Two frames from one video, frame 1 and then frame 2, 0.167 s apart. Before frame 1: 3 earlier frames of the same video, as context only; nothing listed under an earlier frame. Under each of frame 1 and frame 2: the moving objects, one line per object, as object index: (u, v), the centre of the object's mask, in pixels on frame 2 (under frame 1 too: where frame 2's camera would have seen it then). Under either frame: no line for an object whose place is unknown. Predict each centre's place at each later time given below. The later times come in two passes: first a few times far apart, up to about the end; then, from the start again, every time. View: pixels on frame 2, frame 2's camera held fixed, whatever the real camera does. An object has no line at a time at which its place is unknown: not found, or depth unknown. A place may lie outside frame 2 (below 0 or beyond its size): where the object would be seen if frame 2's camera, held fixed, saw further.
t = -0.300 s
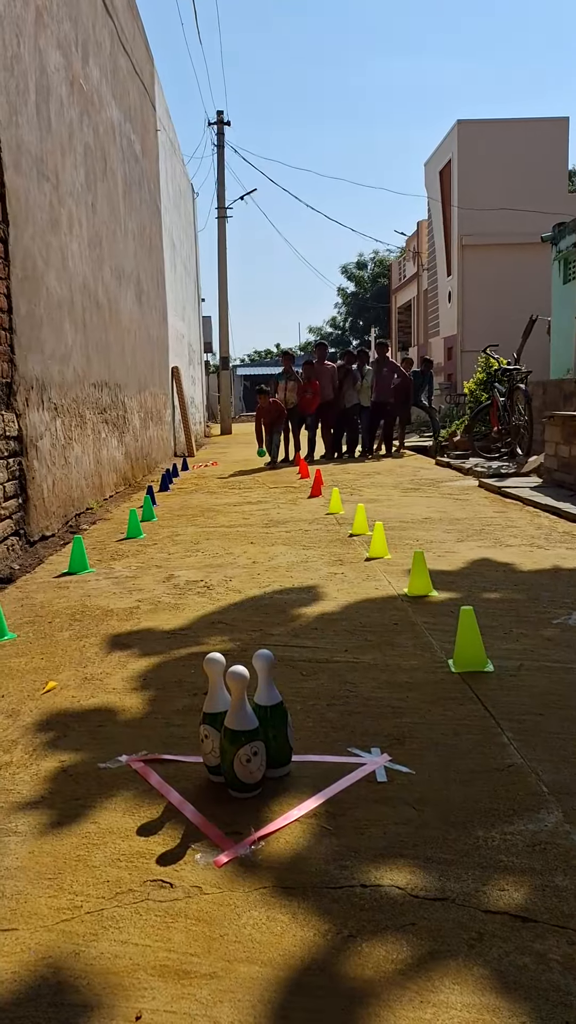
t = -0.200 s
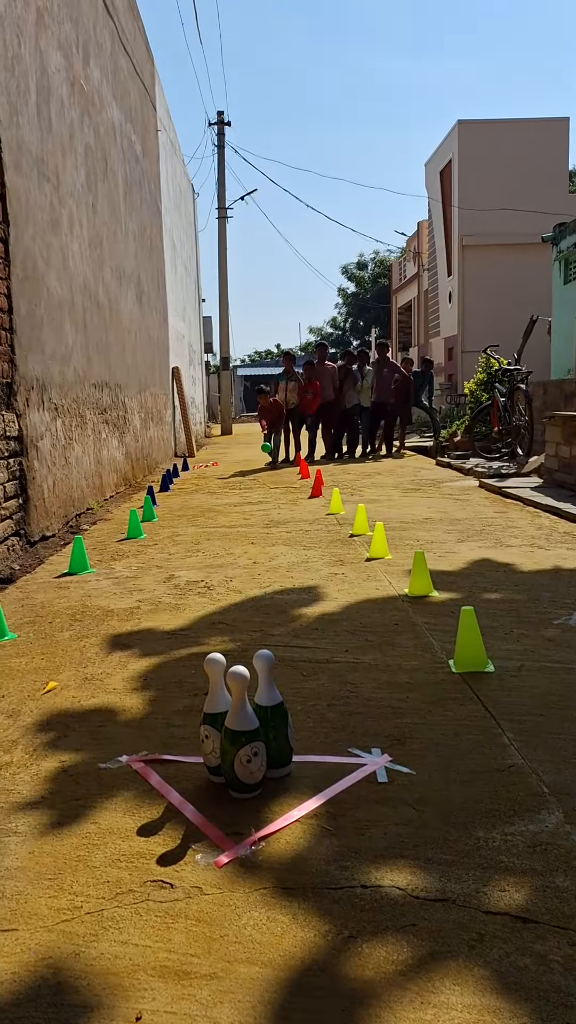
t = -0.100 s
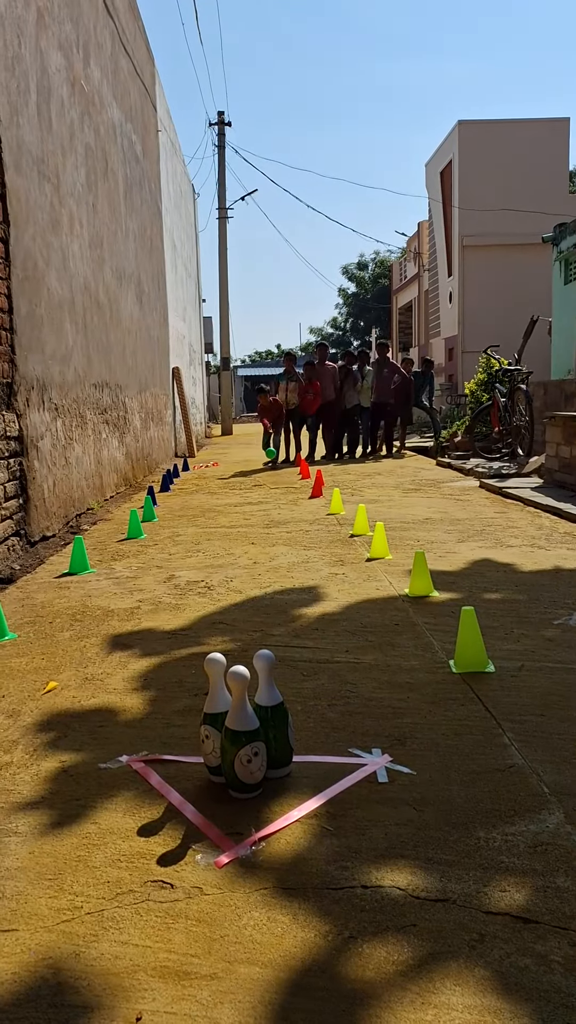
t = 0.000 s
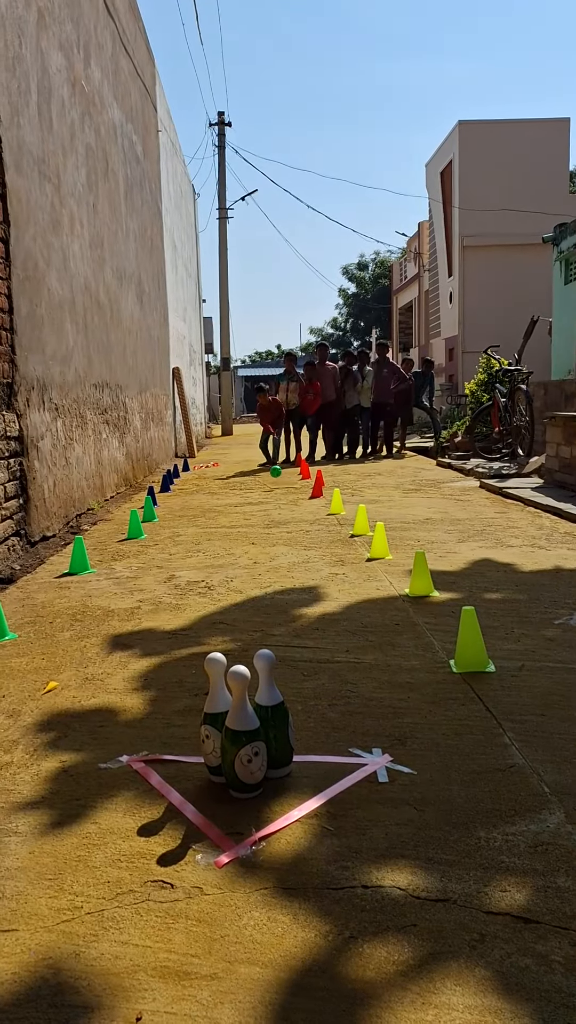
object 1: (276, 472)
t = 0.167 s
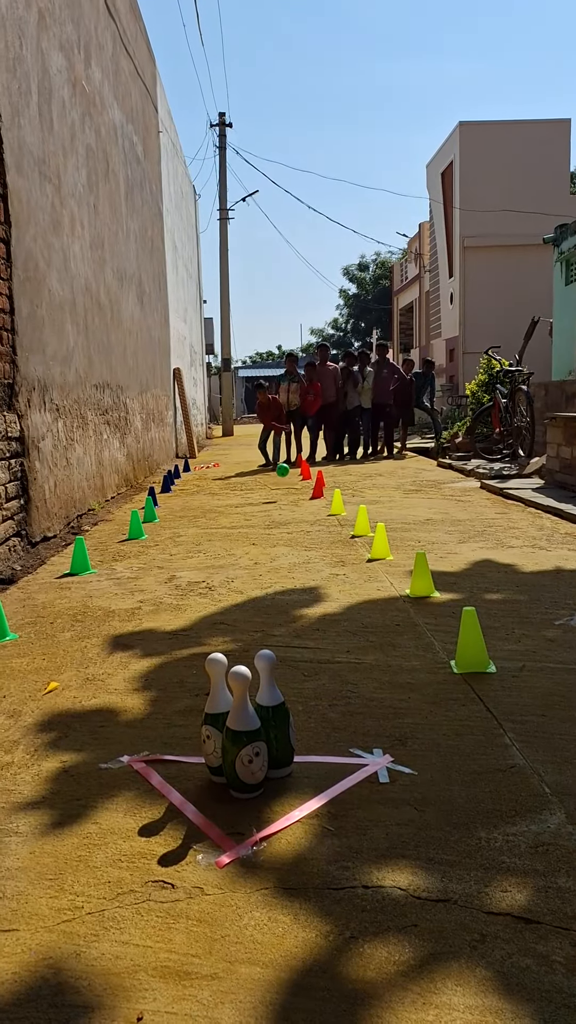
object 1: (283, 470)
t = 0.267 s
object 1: (286, 469)
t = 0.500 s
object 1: (295, 506)
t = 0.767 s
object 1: (302, 537)
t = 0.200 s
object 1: (284, 468)
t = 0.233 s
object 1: (285, 468)
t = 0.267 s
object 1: (286, 469)
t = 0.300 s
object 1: (287, 472)
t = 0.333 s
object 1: (288, 477)
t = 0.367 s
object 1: (290, 483)
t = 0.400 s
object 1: (291, 492)
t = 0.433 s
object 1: (293, 503)
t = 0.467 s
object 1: (294, 511)
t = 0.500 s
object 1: (295, 506)
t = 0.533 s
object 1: (296, 502)
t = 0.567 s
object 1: (296, 501)
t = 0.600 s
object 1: (297, 501)
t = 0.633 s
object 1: (298, 503)
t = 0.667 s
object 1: (299, 508)
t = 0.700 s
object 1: (300, 515)
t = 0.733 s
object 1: (301, 525)
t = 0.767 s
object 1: (302, 537)
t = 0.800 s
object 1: (304, 539)
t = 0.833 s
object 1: (305, 530)
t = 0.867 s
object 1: (307, 522)
